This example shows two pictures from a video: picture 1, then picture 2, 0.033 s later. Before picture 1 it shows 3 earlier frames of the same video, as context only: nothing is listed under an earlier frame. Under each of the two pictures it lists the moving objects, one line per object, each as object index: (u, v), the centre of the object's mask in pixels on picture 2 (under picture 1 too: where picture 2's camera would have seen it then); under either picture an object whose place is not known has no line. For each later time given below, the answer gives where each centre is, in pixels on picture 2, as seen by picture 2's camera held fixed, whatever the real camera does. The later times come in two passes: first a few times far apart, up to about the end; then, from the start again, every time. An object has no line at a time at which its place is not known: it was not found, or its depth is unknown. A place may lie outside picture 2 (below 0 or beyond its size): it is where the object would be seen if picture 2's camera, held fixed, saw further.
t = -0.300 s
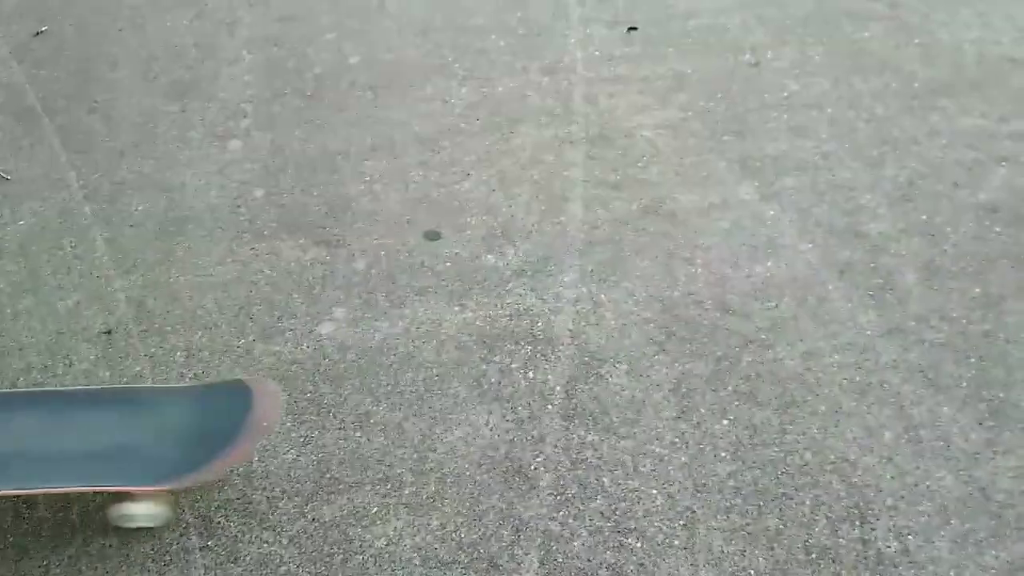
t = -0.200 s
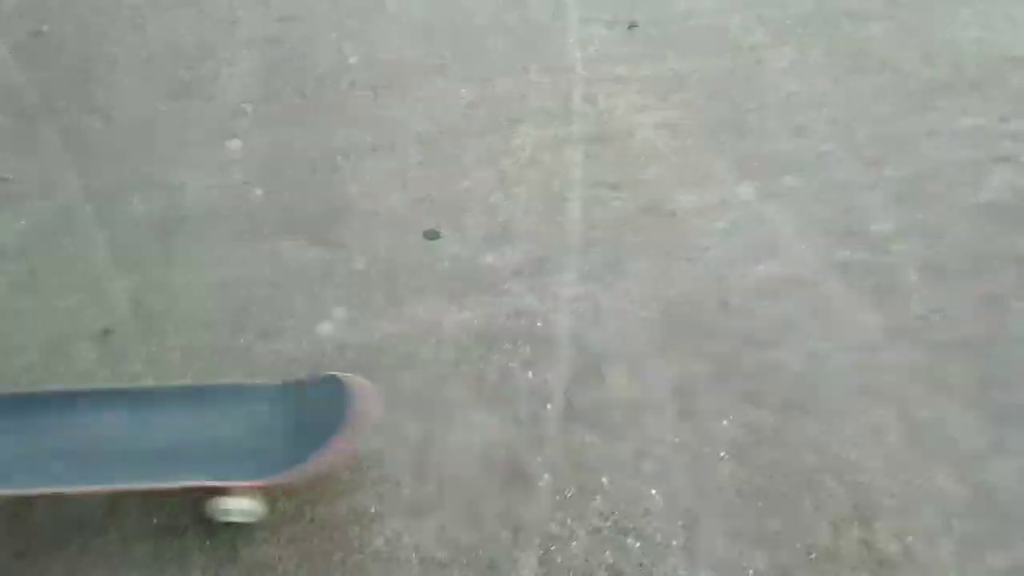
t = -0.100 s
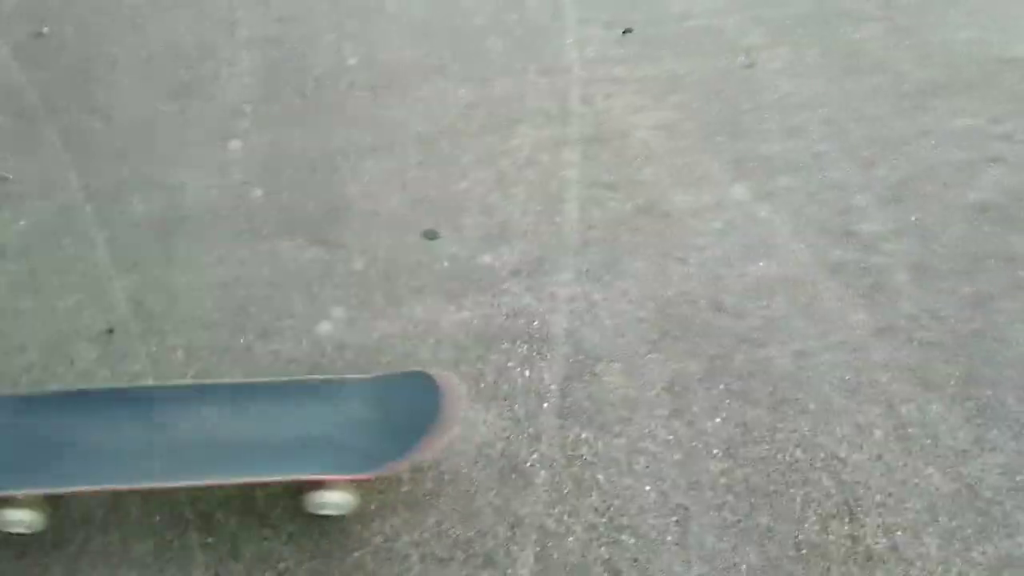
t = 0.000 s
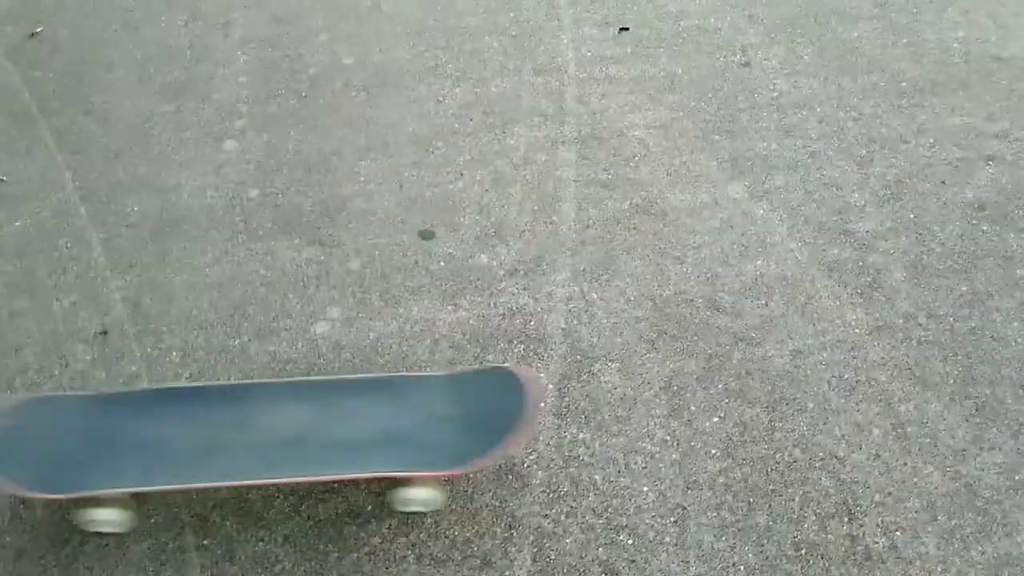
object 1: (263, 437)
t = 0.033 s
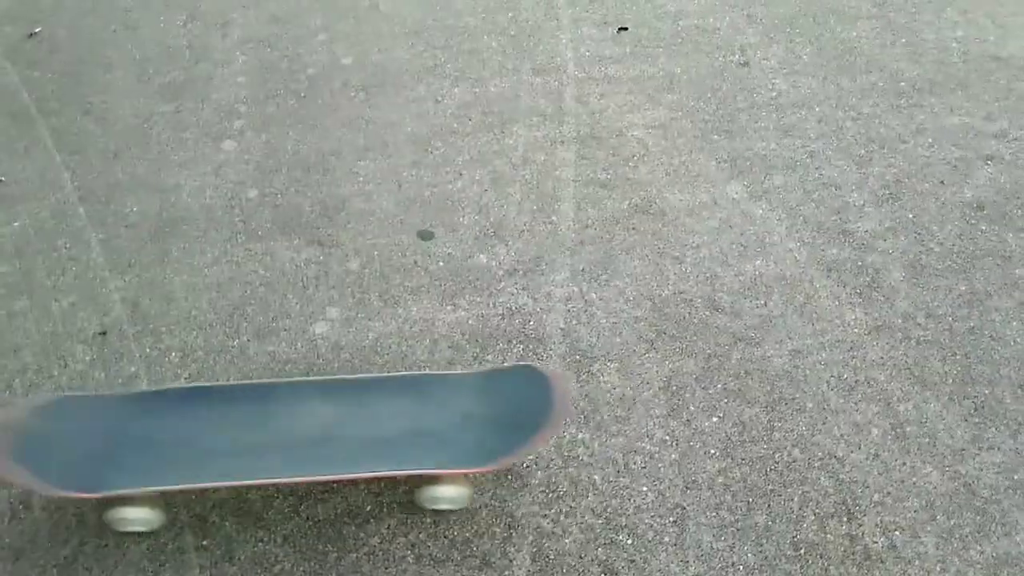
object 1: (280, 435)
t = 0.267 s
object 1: (478, 424)
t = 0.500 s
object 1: (650, 415)
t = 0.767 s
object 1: (824, 403)
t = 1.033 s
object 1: (910, 397)
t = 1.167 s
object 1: (951, 390)
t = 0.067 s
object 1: (306, 434)
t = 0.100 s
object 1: (334, 432)
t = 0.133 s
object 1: (365, 431)
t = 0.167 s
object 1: (394, 429)
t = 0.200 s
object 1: (419, 428)
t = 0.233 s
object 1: (451, 425)
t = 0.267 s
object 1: (478, 424)
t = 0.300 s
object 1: (498, 425)
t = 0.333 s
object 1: (519, 423)
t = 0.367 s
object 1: (550, 422)
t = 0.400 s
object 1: (575, 420)
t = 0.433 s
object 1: (600, 419)
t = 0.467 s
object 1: (627, 417)
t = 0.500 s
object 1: (650, 415)
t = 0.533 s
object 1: (674, 414)
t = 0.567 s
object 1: (705, 410)
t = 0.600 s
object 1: (722, 410)
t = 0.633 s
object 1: (748, 406)
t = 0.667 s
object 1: (770, 405)
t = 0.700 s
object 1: (792, 403)
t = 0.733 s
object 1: (812, 402)
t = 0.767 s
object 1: (824, 403)
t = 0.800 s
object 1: (838, 402)
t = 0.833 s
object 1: (855, 399)
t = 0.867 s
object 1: (865, 401)
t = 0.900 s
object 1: (875, 401)
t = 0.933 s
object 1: (888, 397)
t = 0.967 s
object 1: (894, 399)
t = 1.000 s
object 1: (900, 397)
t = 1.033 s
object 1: (910, 397)
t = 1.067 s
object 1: (919, 396)
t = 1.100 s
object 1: (933, 392)
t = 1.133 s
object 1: (940, 394)
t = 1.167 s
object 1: (951, 390)
